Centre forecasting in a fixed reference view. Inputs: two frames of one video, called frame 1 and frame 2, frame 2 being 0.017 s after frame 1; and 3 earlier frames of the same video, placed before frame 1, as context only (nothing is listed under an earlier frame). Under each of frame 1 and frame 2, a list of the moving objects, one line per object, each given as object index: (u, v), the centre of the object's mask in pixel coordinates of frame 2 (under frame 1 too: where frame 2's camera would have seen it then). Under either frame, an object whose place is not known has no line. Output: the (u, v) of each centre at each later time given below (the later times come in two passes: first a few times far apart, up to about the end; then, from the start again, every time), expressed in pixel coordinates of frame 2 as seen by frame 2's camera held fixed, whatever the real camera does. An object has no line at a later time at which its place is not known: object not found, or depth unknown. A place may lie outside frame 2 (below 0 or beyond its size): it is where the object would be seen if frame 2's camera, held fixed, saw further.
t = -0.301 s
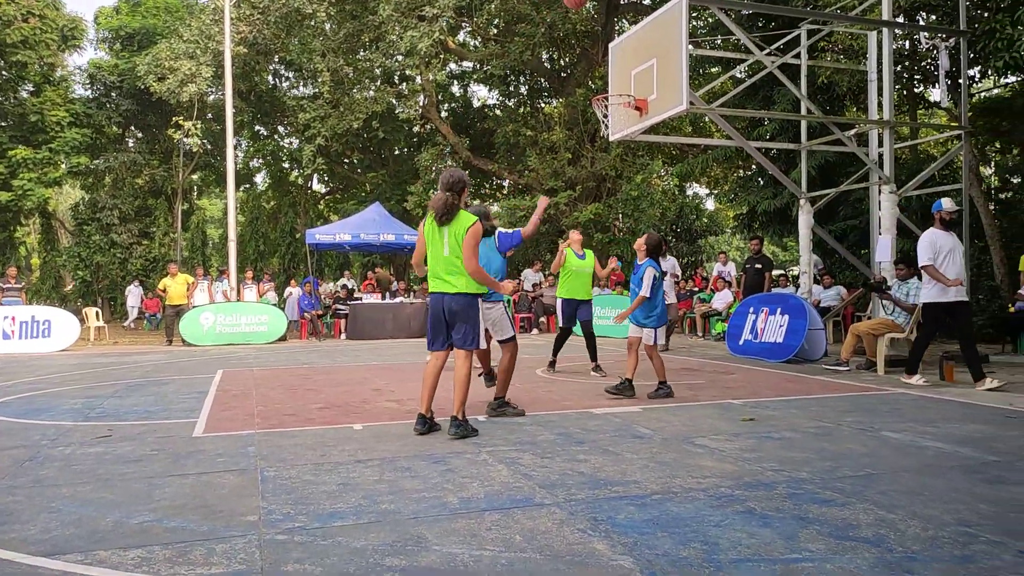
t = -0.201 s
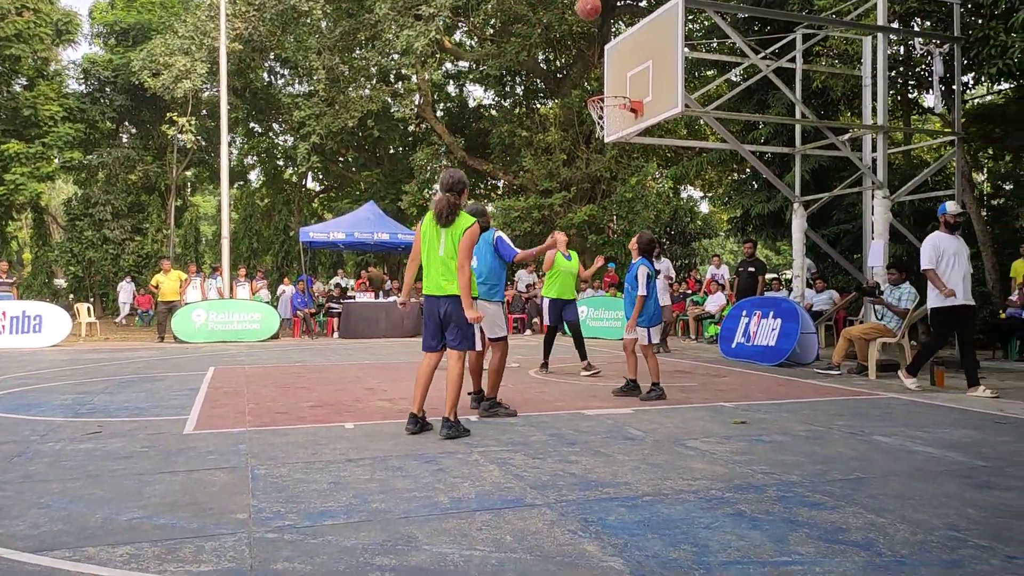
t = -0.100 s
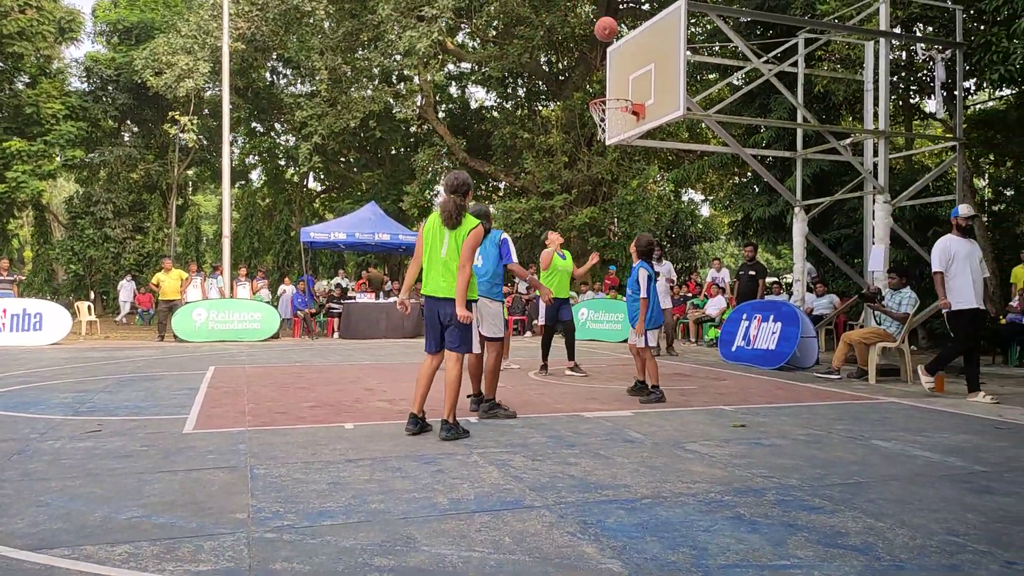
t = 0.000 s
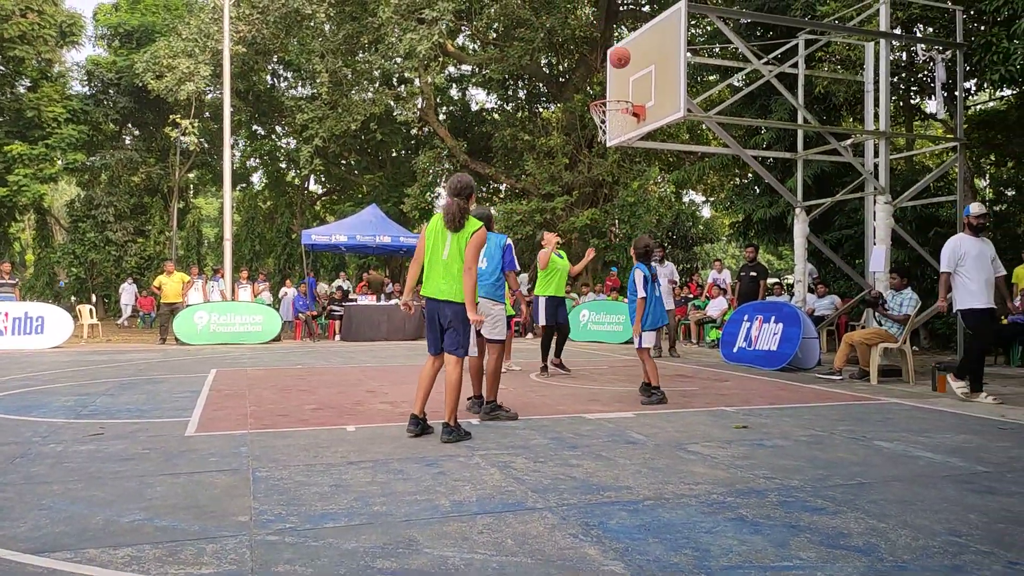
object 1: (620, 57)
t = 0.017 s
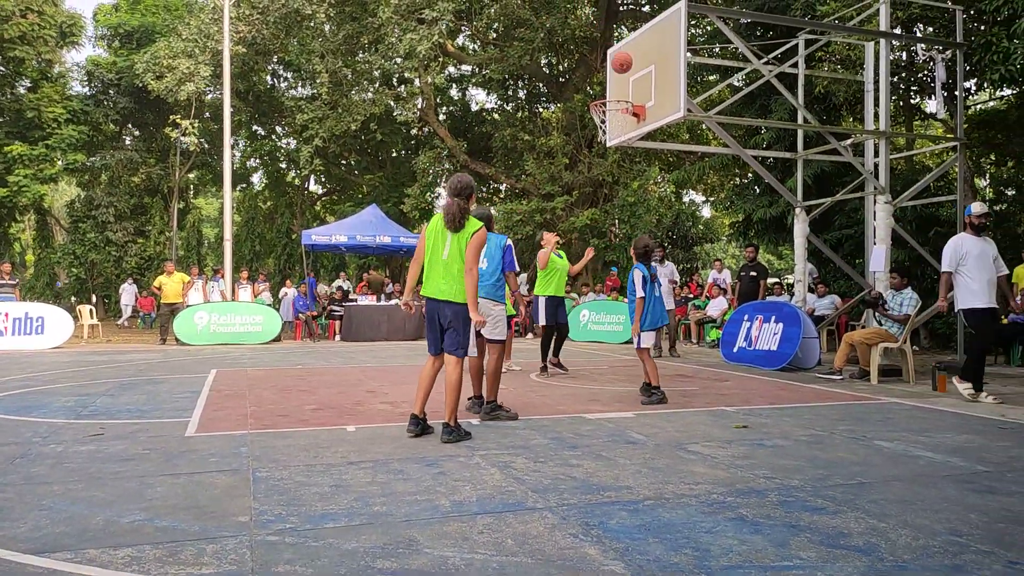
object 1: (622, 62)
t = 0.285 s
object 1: (614, 68)
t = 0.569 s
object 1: (573, 78)
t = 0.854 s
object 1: (533, 155)
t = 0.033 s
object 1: (624, 68)
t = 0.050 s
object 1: (626, 73)
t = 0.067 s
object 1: (628, 79)
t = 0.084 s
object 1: (630, 84)
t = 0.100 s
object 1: (632, 90)
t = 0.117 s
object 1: (633, 92)
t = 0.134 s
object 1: (634, 89)
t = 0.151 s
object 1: (634, 86)
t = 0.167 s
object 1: (632, 83)
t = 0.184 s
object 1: (629, 80)
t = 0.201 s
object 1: (627, 78)
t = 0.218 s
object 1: (625, 75)
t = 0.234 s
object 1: (622, 73)
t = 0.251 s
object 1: (619, 70)
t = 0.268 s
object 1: (617, 69)
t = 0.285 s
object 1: (614, 68)
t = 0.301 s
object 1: (611, 66)
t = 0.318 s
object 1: (609, 65)
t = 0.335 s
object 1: (606, 64)
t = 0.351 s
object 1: (604, 64)
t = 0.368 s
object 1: (602, 63)
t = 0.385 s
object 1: (599, 63)
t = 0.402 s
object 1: (597, 64)
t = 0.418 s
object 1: (595, 64)
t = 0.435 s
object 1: (592, 65)
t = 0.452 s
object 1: (590, 65)
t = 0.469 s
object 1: (587, 67)
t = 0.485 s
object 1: (585, 68)
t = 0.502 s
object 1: (582, 70)
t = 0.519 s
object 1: (580, 71)
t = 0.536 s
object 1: (578, 73)
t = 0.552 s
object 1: (575, 75)
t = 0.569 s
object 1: (573, 78)
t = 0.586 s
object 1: (570, 81)
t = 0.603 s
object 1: (568, 84)
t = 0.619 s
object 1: (566, 87)
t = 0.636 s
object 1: (563, 90)
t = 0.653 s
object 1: (561, 94)
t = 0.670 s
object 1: (559, 98)
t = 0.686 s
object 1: (556, 102)
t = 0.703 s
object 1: (554, 106)
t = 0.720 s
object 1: (552, 111)
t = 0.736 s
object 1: (549, 116)
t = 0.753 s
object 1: (547, 121)
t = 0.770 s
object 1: (545, 126)
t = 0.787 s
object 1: (542, 131)
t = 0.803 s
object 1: (540, 137)
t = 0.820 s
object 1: (538, 143)
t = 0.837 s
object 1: (535, 149)
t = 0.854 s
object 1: (533, 155)
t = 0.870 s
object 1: (531, 162)
